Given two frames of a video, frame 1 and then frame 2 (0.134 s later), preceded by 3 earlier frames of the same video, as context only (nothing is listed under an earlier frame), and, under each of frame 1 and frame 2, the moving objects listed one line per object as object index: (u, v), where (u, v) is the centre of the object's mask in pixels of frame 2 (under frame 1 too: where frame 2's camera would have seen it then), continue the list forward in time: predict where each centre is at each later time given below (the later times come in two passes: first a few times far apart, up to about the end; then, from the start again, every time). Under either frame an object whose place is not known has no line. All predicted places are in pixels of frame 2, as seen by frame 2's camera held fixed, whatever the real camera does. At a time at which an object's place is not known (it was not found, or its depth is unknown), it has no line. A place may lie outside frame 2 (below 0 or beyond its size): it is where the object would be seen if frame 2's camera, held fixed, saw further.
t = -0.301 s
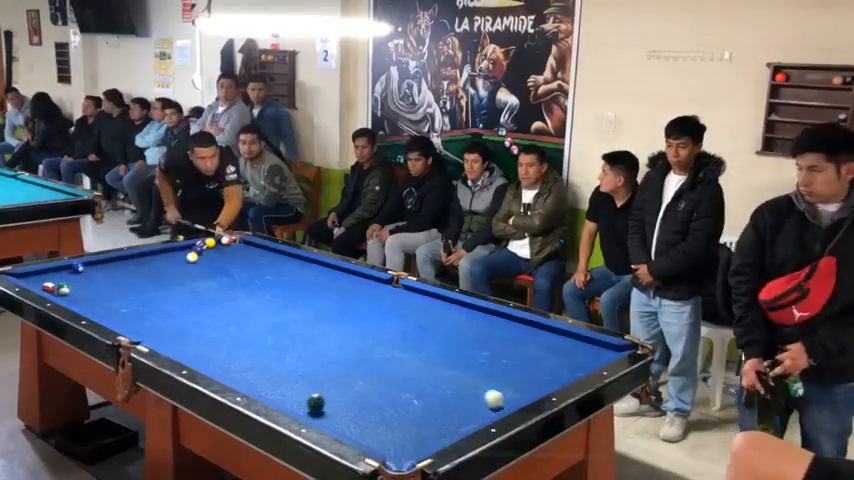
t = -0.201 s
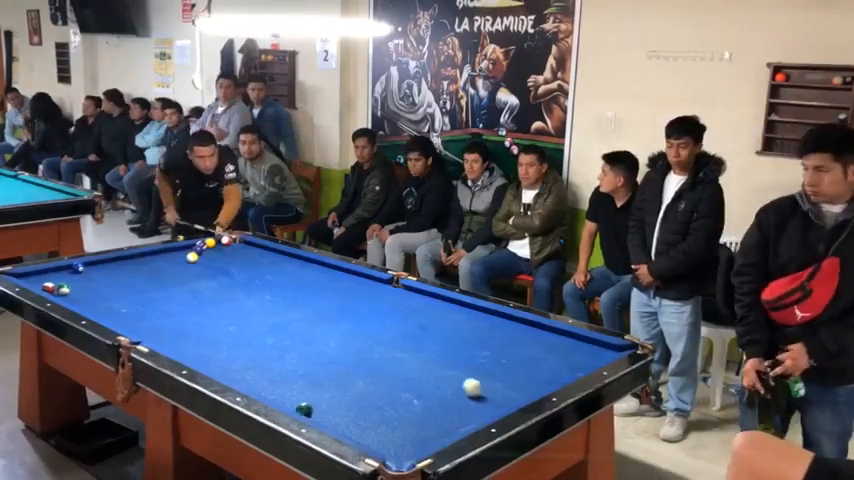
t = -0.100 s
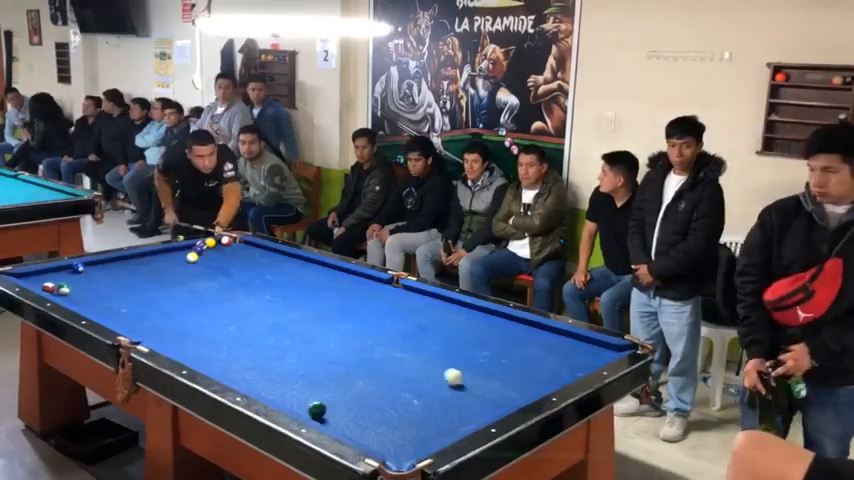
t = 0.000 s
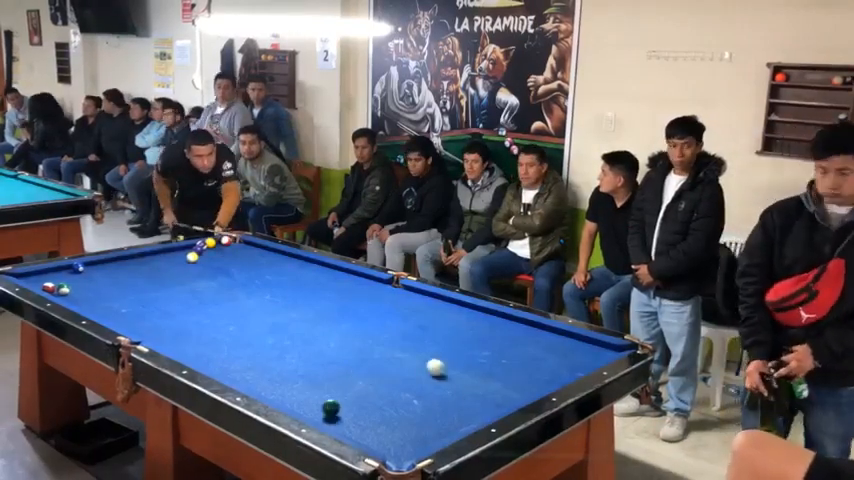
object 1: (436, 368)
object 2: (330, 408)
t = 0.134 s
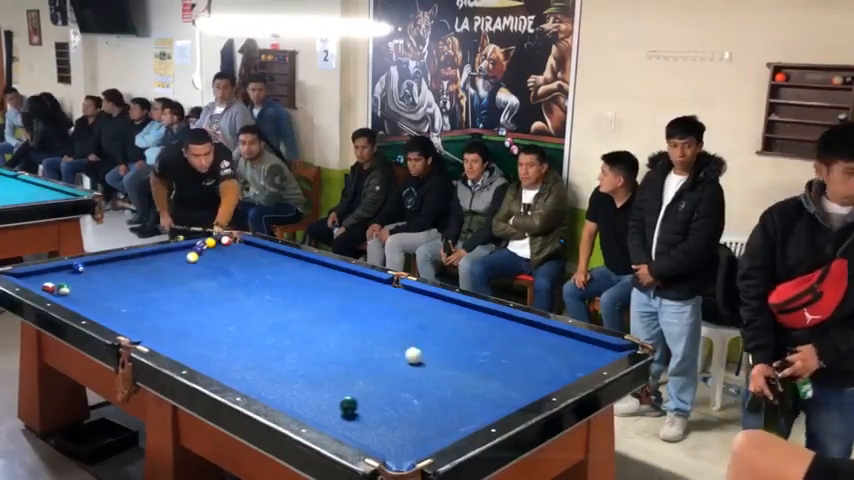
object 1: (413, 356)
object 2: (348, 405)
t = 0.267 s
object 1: (393, 345)
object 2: (364, 402)
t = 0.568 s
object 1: (353, 323)
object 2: (400, 397)
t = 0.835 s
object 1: (322, 307)
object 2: (428, 392)
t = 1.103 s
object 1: (295, 292)
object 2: (454, 389)
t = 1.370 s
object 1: (271, 280)
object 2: (477, 385)
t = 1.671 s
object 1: (247, 267)
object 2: (500, 382)
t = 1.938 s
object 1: (228, 257)
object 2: (519, 380)
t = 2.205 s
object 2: (535, 376)
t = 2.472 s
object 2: (549, 374)
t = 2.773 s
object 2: (563, 372)
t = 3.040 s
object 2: (573, 368)
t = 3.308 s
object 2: (577, 367)
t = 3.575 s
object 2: (579, 365)
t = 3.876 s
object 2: (580, 364)
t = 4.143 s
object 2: (581, 363)
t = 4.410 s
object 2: (582, 362)
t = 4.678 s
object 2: (581, 362)
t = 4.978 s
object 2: (581, 362)
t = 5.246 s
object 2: (581, 362)
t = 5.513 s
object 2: (581, 362)
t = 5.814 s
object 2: (578, 362)
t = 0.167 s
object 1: (408, 353)
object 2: (352, 405)
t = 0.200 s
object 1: (403, 350)
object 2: (357, 404)
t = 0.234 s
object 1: (398, 347)
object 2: (361, 403)
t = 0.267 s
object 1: (393, 345)
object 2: (364, 402)
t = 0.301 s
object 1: (388, 342)
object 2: (368, 401)
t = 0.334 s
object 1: (384, 339)
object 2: (373, 401)
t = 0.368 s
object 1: (379, 337)
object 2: (377, 400)
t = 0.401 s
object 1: (374, 334)
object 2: (381, 400)
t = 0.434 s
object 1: (370, 332)
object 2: (384, 399)
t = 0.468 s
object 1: (365, 330)
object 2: (388, 398)
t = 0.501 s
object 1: (361, 327)
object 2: (392, 398)
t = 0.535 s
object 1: (357, 325)
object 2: (396, 397)
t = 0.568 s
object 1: (353, 323)
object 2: (400, 397)
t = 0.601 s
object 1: (348, 320)
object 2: (404, 396)
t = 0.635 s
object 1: (344, 318)
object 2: (408, 395)
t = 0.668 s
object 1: (341, 316)
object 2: (411, 395)
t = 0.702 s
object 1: (337, 314)
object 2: (414, 394)
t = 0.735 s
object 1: (333, 312)
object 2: (418, 393)
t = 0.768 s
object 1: (329, 310)
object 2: (421, 393)
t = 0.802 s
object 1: (326, 308)
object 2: (424, 393)
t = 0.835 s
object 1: (322, 307)
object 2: (428, 392)
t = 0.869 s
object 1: (318, 304)
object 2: (431, 392)
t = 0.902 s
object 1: (315, 303)
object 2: (434, 391)
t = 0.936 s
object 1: (311, 301)
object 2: (437, 391)
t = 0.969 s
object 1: (308, 299)
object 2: (441, 390)
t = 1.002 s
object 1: (304, 297)
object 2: (444, 390)
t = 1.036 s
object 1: (301, 296)
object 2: (447, 389)
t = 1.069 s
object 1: (298, 294)
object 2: (450, 389)
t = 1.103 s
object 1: (295, 292)
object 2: (454, 389)
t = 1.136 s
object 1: (292, 291)
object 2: (457, 388)
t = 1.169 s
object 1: (288, 289)
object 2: (460, 388)
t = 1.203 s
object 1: (286, 287)
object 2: (462, 387)
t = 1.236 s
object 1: (283, 286)
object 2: (465, 387)
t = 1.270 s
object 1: (279, 284)
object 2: (469, 386)
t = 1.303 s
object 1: (276, 283)
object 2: (471, 386)
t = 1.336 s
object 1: (274, 281)
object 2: (474, 386)
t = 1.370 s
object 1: (271, 280)
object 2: (477, 385)
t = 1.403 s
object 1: (268, 278)
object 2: (480, 385)
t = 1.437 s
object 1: (265, 277)
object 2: (482, 384)
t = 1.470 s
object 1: (263, 275)
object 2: (485, 384)
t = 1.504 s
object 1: (260, 274)
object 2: (487, 383)
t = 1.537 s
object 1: (257, 272)
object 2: (490, 383)
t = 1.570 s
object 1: (255, 271)
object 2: (493, 383)
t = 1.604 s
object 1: (252, 270)
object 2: (495, 383)
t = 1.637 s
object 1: (249, 268)
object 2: (498, 382)
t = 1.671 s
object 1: (247, 267)
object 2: (500, 382)
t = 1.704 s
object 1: (245, 266)
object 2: (503, 382)
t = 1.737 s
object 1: (242, 264)
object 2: (505, 382)
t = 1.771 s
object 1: (239, 263)
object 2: (507, 381)
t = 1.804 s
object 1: (237, 262)
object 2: (510, 380)
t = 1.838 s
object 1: (235, 261)
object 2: (512, 380)
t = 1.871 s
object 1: (233, 260)
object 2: (515, 379)
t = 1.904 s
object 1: (230, 258)
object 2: (517, 379)
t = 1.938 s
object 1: (228, 257)
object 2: (519, 380)
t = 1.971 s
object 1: (226, 256)
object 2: (521, 379)
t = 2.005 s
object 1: (224, 255)
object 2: (523, 379)
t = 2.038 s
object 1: (222, 254)
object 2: (526, 377)
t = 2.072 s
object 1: (220, 252)
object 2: (527, 378)
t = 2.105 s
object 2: (529, 377)
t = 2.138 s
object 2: (531, 377)
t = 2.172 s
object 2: (533, 376)
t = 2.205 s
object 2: (535, 376)
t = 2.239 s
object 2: (537, 376)
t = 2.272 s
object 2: (539, 376)
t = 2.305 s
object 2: (541, 376)
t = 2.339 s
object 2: (543, 376)
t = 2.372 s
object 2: (545, 375)
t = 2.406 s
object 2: (546, 375)
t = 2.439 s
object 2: (548, 375)
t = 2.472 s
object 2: (549, 374)
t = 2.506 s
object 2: (551, 375)
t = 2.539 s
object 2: (553, 374)
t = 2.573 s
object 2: (554, 374)
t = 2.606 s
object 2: (556, 373)
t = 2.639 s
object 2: (557, 373)
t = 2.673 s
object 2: (559, 373)
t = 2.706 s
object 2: (560, 372)
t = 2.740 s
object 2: (561, 372)
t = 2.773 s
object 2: (563, 372)
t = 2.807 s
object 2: (565, 371)
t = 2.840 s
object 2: (565, 371)
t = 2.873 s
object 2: (566, 371)
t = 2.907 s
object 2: (567, 370)
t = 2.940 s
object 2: (569, 370)
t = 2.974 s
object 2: (570, 369)
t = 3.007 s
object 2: (571, 369)
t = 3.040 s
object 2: (573, 368)
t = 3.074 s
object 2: (574, 368)
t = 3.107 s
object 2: (575, 368)
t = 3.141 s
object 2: (576, 367)
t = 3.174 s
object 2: (576, 367)
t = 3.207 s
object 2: (576, 367)
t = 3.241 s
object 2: (576, 367)
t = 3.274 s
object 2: (576, 367)
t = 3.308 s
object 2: (577, 367)
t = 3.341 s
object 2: (577, 366)
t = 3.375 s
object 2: (577, 366)
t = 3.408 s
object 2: (578, 366)
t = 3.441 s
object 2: (578, 366)
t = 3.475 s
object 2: (578, 366)
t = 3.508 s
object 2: (578, 366)
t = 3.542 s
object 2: (579, 366)
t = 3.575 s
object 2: (579, 365)
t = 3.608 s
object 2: (579, 365)
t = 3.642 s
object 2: (579, 365)
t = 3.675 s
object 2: (579, 365)
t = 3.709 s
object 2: (580, 364)
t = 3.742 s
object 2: (580, 365)
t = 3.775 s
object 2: (580, 364)
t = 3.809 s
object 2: (580, 364)
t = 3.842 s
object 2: (580, 364)
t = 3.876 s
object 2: (580, 364)
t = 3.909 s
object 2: (580, 364)
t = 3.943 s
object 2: (581, 363)
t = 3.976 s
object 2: (581, 363)
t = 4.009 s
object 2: (581, 363)
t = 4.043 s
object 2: (581, 363)
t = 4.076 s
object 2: (581, 363)
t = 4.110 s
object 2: (581, 363)
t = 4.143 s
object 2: (581, 363)
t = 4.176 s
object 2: (581, 363)
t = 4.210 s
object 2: (581, 362)
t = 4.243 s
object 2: (581, 363)
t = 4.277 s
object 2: (581, 362)
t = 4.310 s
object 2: (582, 362)
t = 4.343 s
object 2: (582, 362)
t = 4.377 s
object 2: (582, 362)
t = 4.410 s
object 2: (582, 362)
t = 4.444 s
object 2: (582, 362)
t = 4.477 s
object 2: (582, 362)
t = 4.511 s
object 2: (582, 362)
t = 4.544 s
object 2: (582, 362)
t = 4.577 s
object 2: (582, 362)
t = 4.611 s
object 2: (581, 362)
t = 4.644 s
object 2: (581, 362)
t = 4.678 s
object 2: (581, 362)
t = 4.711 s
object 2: (581, 362)
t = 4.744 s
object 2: (581, 362)
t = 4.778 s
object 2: (581, 362)
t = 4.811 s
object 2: (581, 362)
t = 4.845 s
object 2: (581, 362)
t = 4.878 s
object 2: (581, 362)
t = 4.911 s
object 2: (581, 362)
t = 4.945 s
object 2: (581, 362)
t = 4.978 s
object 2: (581, 362)
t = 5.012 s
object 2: (581, 362)
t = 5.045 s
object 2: (581, 362)
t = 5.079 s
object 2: (581, 362)
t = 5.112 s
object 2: (581, 362)
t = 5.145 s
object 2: (581, 362)
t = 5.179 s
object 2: (581, 362)
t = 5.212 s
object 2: (581, 362)
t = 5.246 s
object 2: (581, 362)
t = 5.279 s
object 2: (581, 362)
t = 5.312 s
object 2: (581, 362)
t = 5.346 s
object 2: (581, 362)
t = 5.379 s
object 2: (581, 362)
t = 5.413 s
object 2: (581, 362)
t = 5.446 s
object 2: (581, 362)
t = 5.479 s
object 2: (581, 362)
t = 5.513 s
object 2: (581, 362)
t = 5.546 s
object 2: (581, 362)
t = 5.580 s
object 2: (581, 362)
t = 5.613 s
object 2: (581, 362)
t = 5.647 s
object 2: (581, 362)
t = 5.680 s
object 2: (581, 362)
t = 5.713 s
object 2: (581, 362)
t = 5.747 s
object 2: (581, 362)
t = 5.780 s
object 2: (580, 362)
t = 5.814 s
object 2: (578, 362)
